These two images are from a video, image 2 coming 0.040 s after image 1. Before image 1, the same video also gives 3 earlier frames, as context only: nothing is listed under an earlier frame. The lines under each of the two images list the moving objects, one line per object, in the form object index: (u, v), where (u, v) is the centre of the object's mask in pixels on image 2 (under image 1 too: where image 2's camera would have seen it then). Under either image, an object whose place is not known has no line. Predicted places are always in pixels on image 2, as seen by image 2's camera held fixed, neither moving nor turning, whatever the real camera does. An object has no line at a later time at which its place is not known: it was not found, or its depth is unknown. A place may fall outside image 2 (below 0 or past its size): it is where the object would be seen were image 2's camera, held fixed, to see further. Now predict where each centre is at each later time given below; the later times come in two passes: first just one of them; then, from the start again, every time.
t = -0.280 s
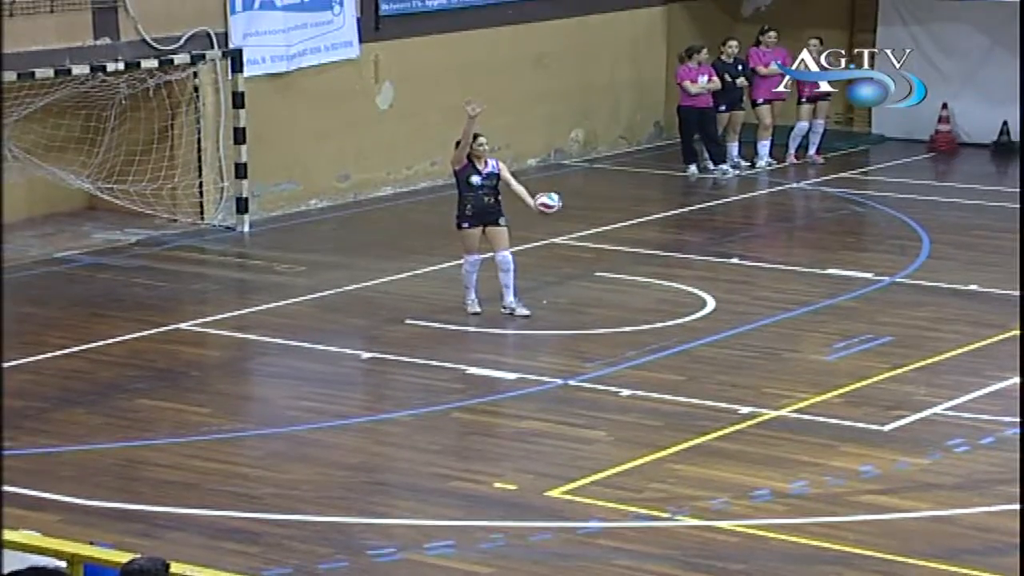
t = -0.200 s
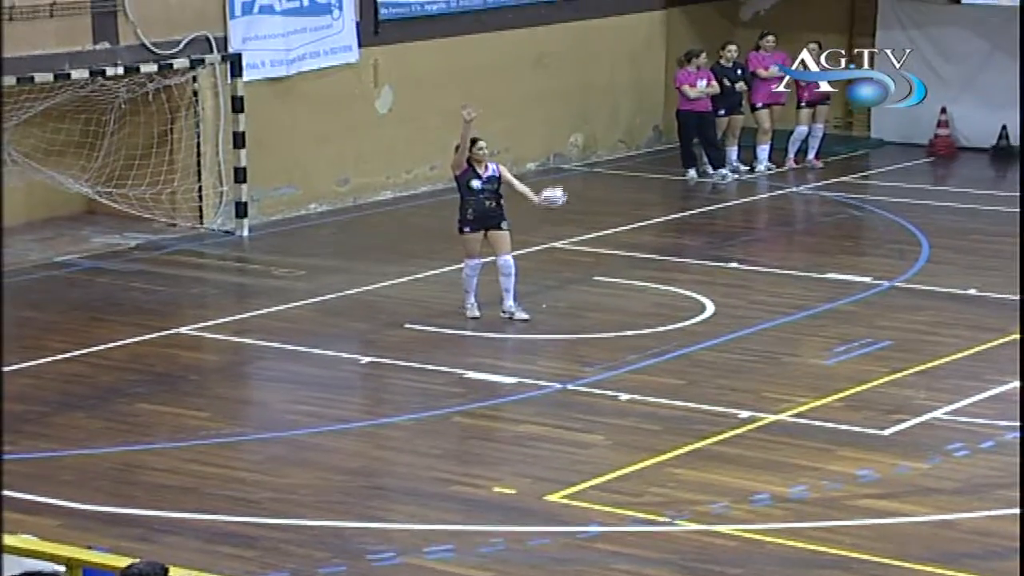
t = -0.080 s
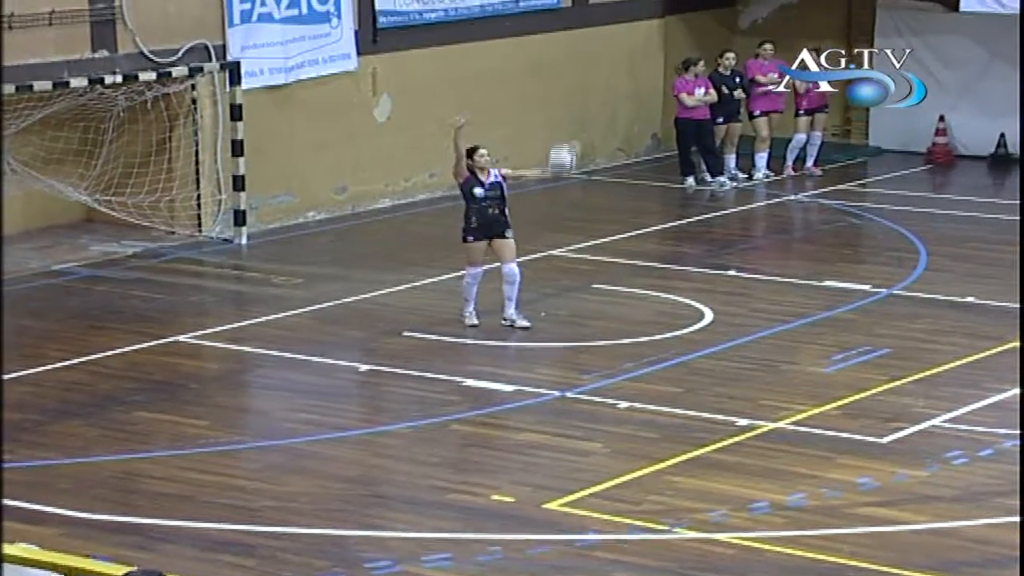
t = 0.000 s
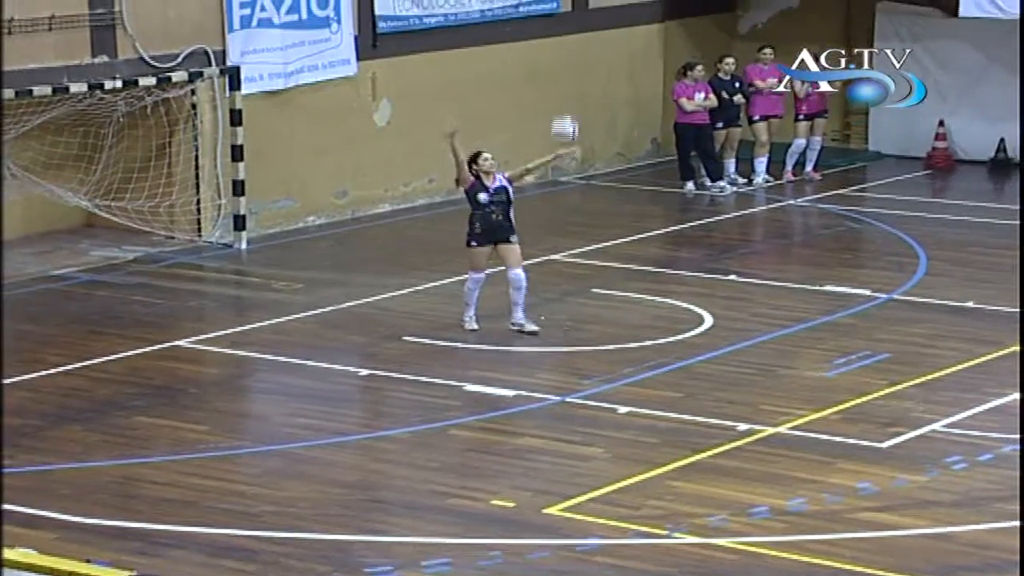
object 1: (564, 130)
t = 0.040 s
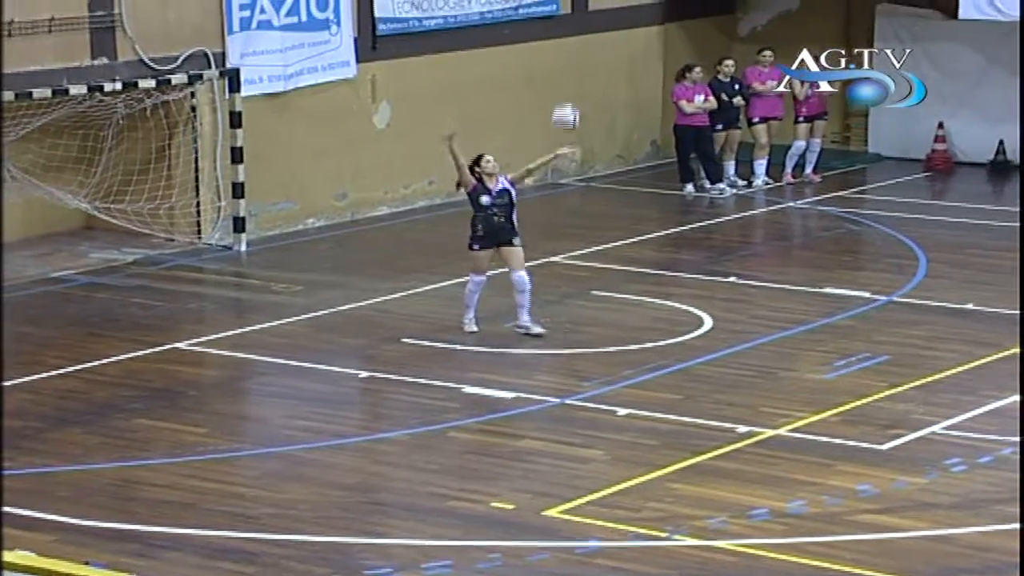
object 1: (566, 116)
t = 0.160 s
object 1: (569, 83)
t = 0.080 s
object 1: (567, 103)
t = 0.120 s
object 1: (568, 92)
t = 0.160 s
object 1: (569, 83)
